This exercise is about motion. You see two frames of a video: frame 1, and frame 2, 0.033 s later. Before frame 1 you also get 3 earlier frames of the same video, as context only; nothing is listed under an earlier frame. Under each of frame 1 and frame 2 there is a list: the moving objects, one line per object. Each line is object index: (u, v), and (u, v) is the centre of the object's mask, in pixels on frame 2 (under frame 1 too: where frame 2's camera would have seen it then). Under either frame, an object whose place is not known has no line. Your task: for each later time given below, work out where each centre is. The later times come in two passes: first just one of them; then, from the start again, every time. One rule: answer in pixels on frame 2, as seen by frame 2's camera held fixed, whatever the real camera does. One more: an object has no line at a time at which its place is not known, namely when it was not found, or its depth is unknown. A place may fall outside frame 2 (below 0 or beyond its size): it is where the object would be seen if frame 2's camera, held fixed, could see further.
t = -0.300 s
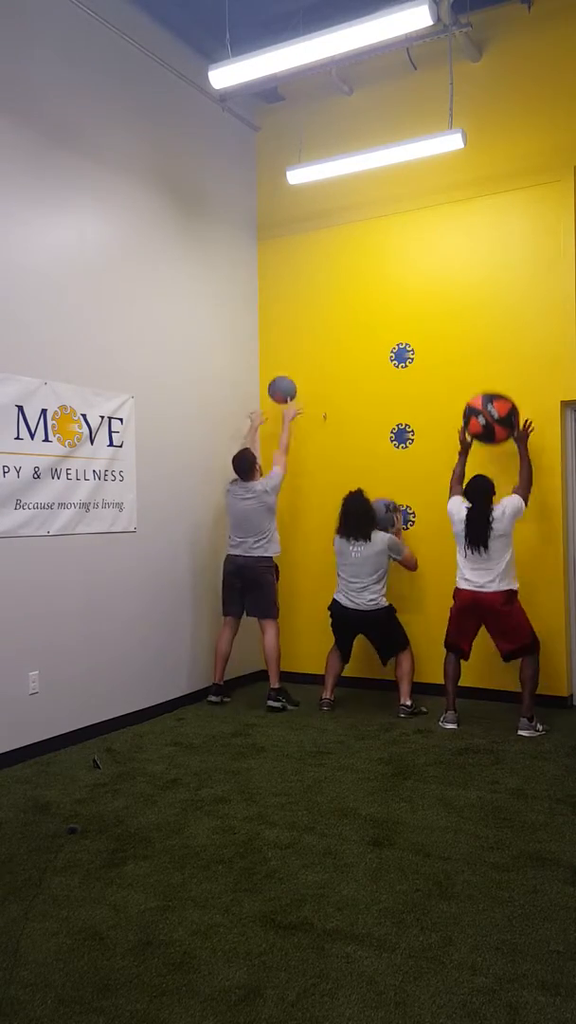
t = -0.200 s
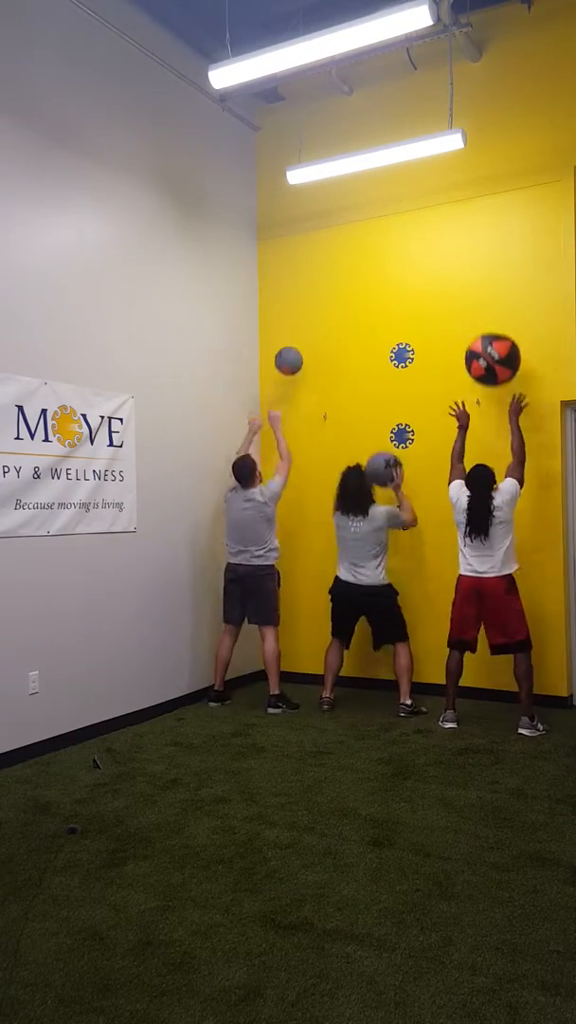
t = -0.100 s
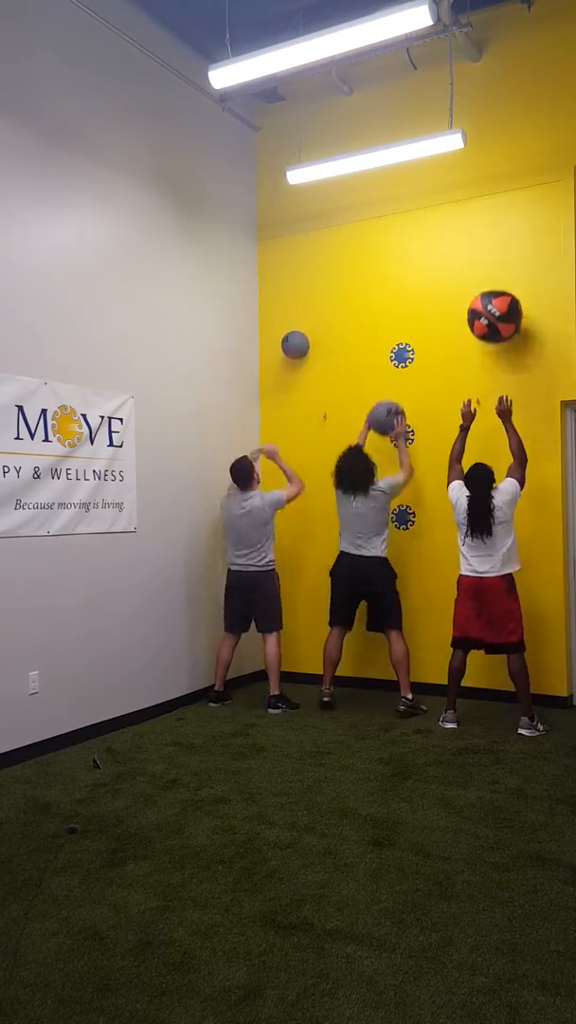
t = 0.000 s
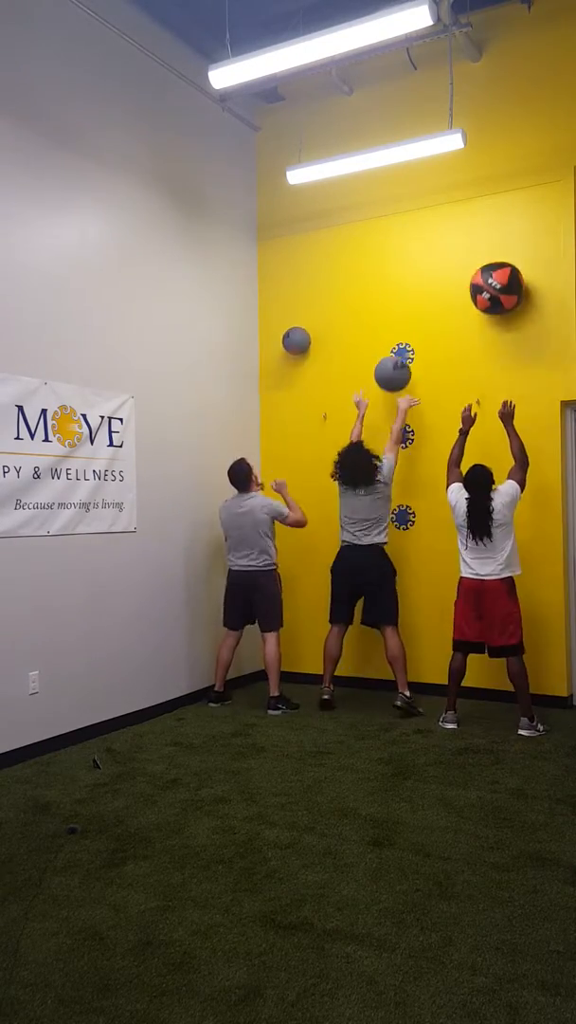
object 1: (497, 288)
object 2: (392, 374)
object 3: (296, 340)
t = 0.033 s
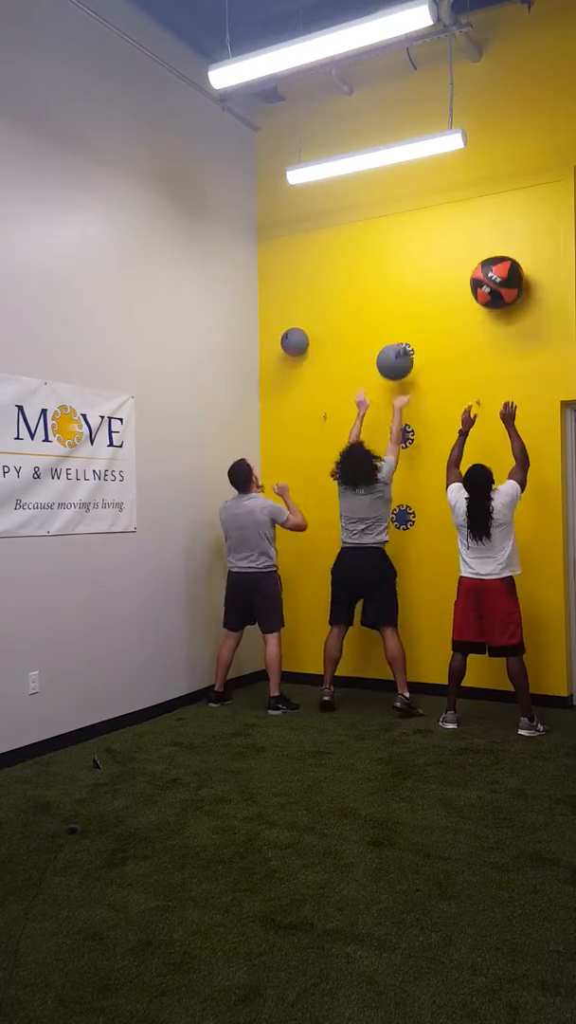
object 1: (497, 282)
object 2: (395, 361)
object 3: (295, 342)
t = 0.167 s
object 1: (493, 275)
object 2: (401, 333)
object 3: (289, 360)
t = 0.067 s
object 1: (496, 278)
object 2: (396, 352)
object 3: (293, 344)
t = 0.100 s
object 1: (495, 276)
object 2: (399, 345)
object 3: (291, 348)
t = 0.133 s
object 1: (494, 275)
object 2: (401, 342)
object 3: (290, 353)
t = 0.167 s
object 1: (493, 275)
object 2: (401, 333)
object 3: (289, 360)
